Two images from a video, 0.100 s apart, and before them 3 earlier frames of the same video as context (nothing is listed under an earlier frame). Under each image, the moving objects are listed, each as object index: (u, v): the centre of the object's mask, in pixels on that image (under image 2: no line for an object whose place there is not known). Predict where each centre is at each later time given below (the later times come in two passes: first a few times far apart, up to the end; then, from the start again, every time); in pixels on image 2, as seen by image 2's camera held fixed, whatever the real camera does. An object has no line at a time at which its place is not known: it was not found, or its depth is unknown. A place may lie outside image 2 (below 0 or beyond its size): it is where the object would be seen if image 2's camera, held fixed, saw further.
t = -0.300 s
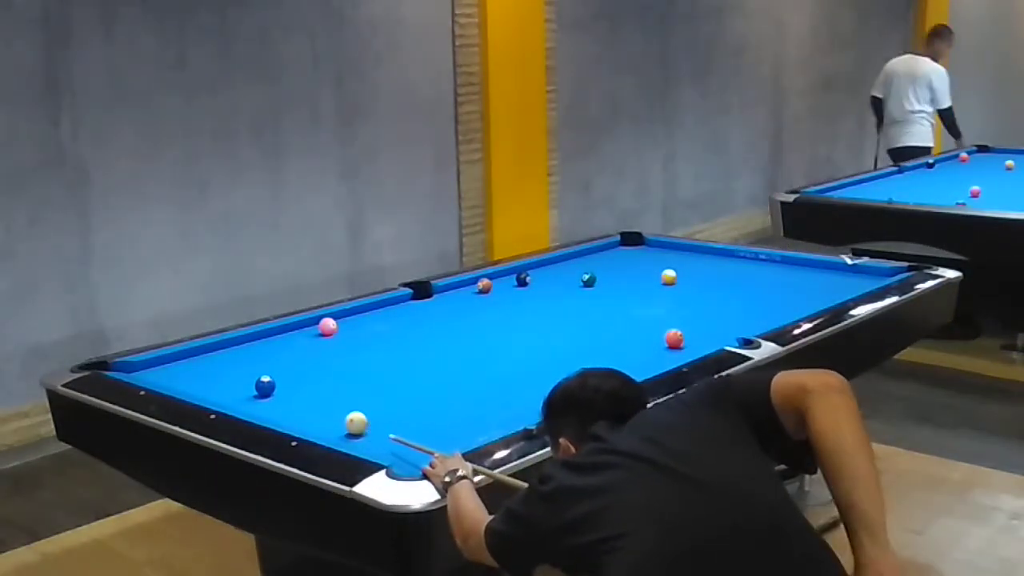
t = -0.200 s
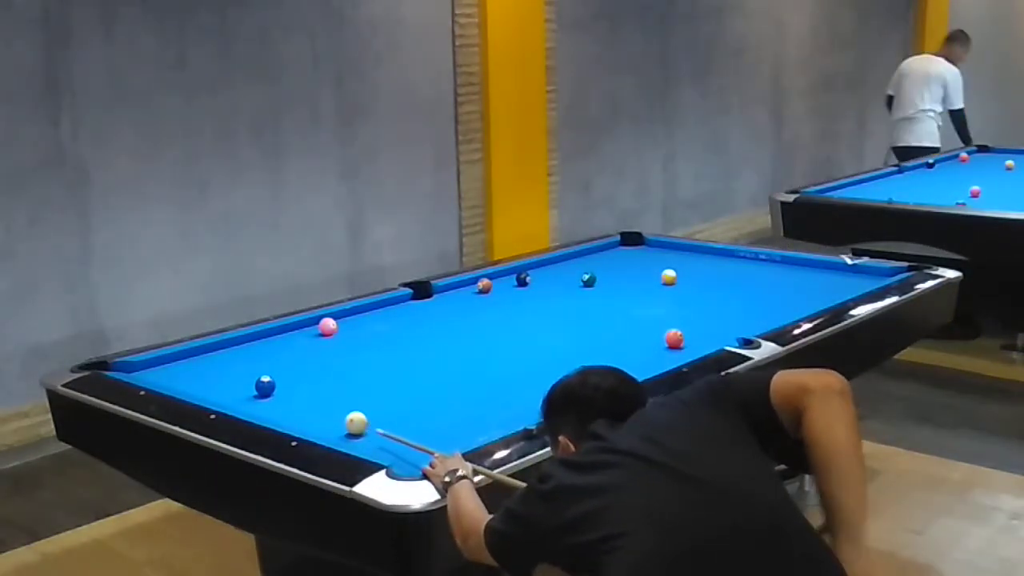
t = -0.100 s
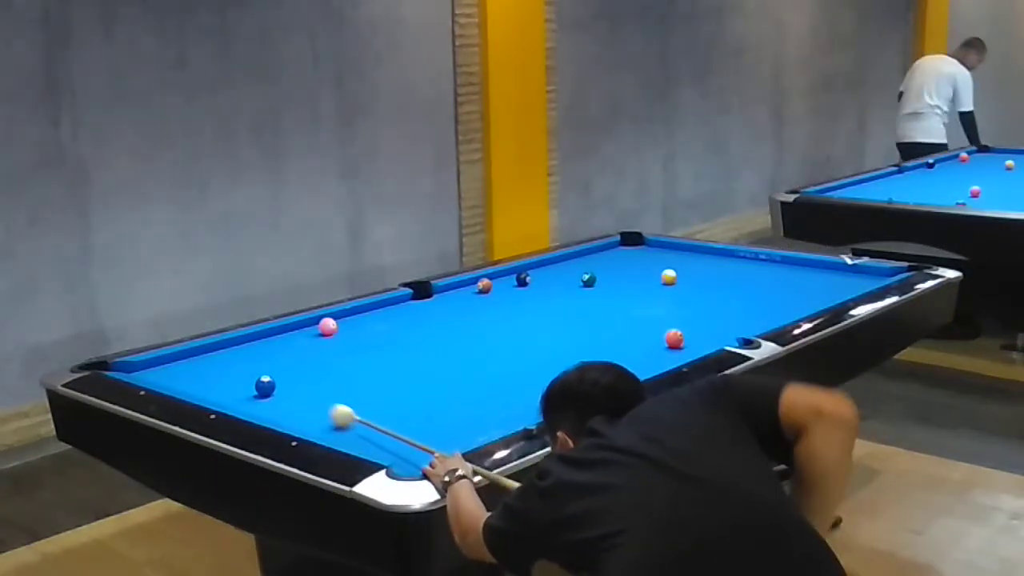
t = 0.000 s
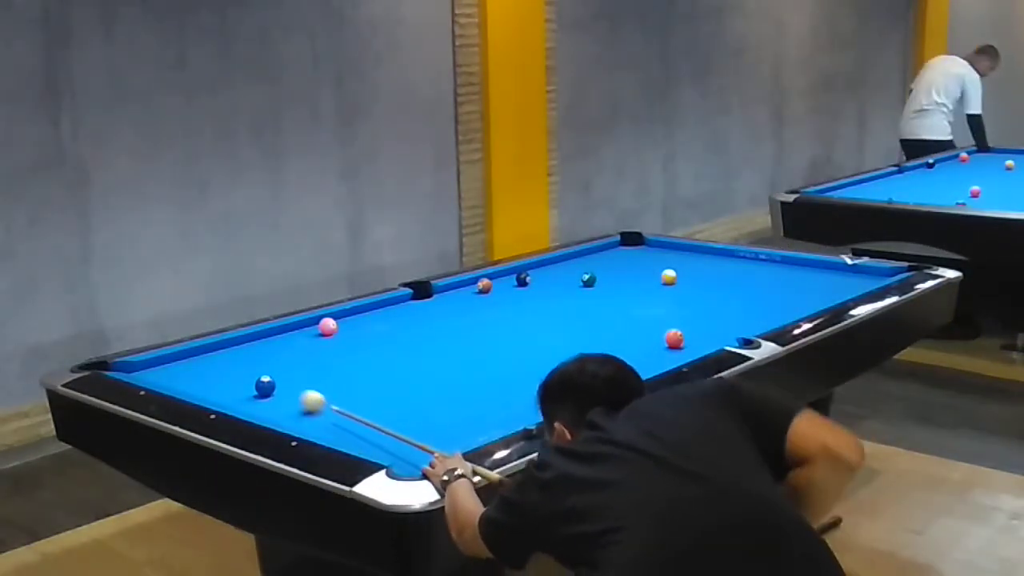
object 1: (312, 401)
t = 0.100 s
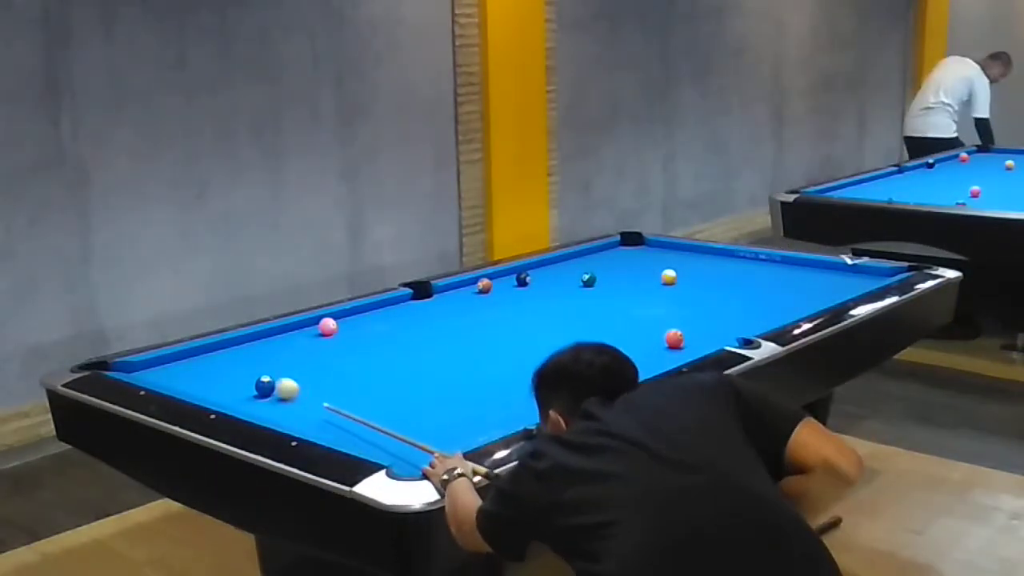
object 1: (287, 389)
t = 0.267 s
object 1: (297, 375)
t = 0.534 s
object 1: (307, 354)
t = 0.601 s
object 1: (310, 349)
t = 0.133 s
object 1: (286, 386)
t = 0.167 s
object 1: (290, 383)
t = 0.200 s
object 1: (293, 380)
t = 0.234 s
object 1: (295, 377)
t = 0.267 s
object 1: (297, 375)
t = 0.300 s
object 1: (298, 372)
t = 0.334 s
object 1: (299, 369)
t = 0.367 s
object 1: (301, 366)
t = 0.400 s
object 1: (302, 364)
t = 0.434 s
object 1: (303, 361)
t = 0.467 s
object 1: (305, 359)
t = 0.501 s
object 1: (306, 356)
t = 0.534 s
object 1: (307, 354)
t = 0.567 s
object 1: (309, 352)
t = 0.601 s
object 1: (310, 349)
